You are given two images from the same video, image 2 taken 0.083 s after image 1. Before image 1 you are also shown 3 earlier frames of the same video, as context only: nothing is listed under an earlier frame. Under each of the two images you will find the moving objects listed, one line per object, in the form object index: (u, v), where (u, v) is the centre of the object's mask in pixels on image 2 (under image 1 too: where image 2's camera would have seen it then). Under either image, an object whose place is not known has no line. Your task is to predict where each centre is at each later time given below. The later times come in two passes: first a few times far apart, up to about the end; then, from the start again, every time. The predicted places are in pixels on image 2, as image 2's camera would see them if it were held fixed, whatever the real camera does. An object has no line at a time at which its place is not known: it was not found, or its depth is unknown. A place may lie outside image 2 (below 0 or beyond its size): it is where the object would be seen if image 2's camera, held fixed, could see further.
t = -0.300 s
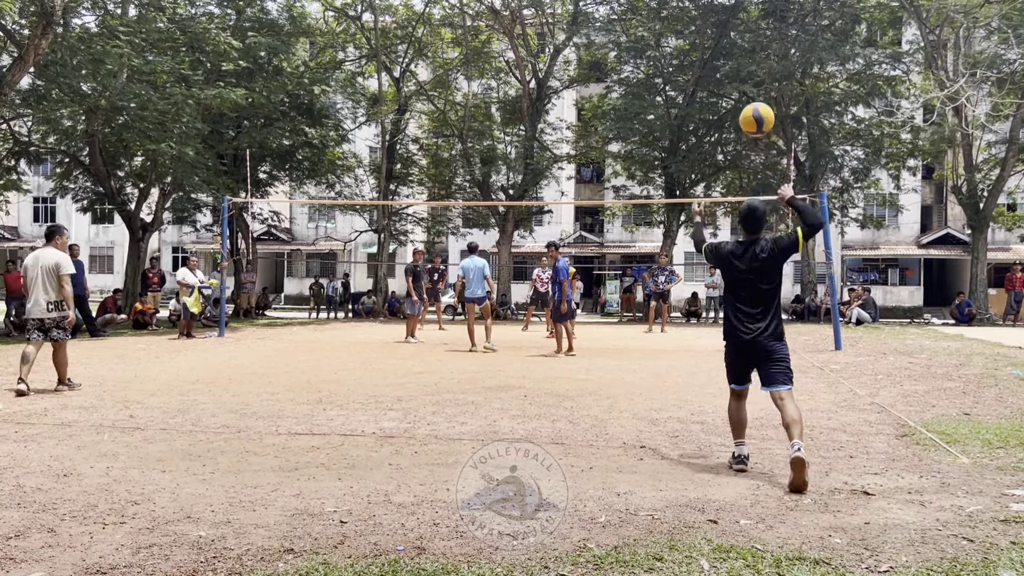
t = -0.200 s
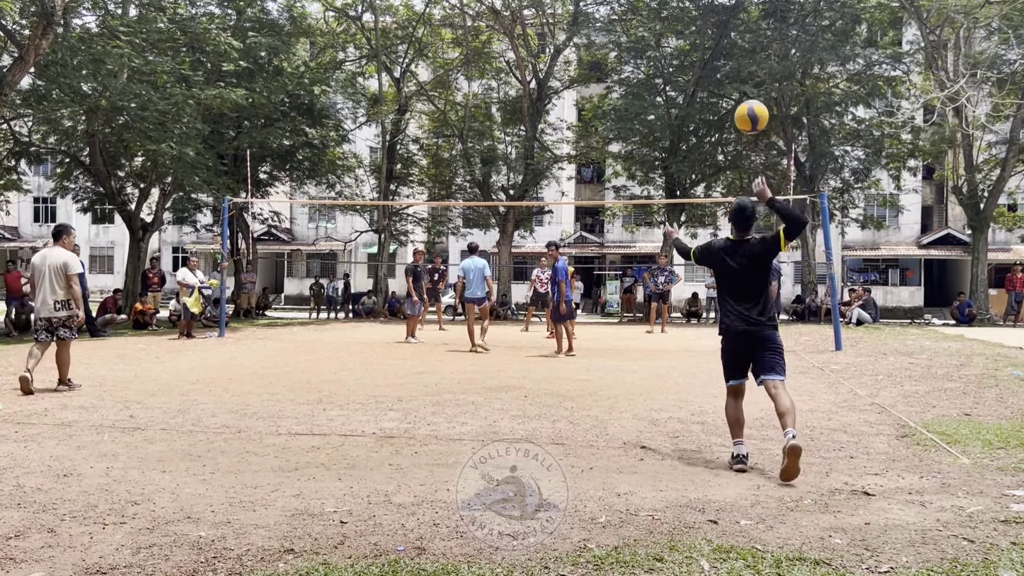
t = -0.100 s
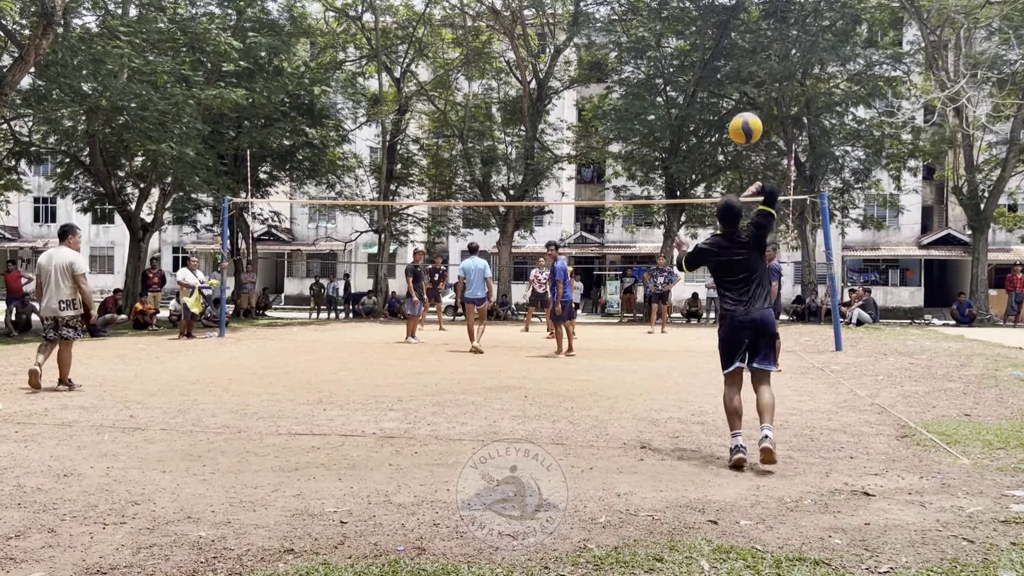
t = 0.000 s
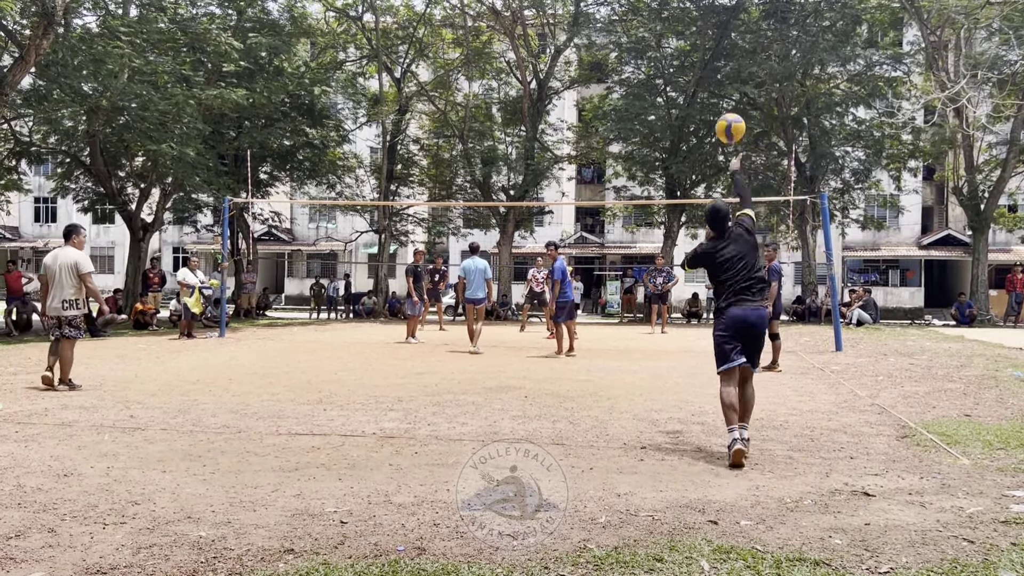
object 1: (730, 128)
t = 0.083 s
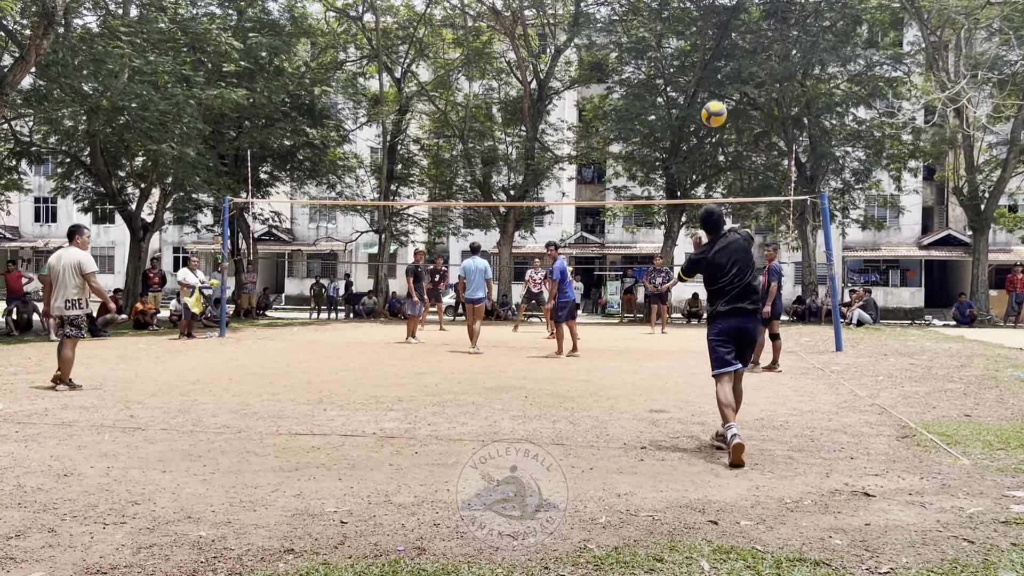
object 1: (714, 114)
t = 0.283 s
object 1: (692, 114)
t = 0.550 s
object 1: (681, 153)
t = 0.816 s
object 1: (677, 211)
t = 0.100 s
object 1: (712, 112)
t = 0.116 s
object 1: (709, 111)
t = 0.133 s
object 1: (706, 110)
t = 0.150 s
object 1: (705, 110)
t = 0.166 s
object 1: (703, 109)
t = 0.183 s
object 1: (701, 109)
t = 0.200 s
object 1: (699, 110)
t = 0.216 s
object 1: (697, 110)
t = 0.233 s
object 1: (696, 110)
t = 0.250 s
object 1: (695, 112)
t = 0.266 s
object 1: (693, 113)
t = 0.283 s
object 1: (692, 114)
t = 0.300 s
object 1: (691, 116)
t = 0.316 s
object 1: (690, 118)
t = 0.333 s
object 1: (689, 119)
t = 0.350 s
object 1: (688, 121)
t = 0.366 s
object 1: (687, 123)
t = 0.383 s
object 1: (687, 125)
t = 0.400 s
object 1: (686, 127)
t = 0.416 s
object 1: (685, 130)
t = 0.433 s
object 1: (684, 132)
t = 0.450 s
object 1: (683, 135)
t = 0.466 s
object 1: (683, 138)
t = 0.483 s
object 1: (682, 141)
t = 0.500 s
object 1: (682, 144)
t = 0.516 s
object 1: (681, 146)
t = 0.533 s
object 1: (681, 150)
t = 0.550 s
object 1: (681, 153)
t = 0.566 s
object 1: (680, 156)
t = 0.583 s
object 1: (680, 159)
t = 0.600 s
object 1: (680, 163)
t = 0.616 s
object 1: (680, 166)
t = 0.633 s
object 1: (679, 169)
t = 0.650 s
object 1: (679, 173)
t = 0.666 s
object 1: (679, 176)
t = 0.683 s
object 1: (678, 180)
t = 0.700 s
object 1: (679, 184)
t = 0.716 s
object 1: (678, 188)
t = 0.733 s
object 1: (678, 192)
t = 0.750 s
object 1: (678, 195)
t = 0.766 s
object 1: (678, 199)
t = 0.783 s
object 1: (678, 206)
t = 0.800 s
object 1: (678, 208)
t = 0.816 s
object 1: (677, 211)
